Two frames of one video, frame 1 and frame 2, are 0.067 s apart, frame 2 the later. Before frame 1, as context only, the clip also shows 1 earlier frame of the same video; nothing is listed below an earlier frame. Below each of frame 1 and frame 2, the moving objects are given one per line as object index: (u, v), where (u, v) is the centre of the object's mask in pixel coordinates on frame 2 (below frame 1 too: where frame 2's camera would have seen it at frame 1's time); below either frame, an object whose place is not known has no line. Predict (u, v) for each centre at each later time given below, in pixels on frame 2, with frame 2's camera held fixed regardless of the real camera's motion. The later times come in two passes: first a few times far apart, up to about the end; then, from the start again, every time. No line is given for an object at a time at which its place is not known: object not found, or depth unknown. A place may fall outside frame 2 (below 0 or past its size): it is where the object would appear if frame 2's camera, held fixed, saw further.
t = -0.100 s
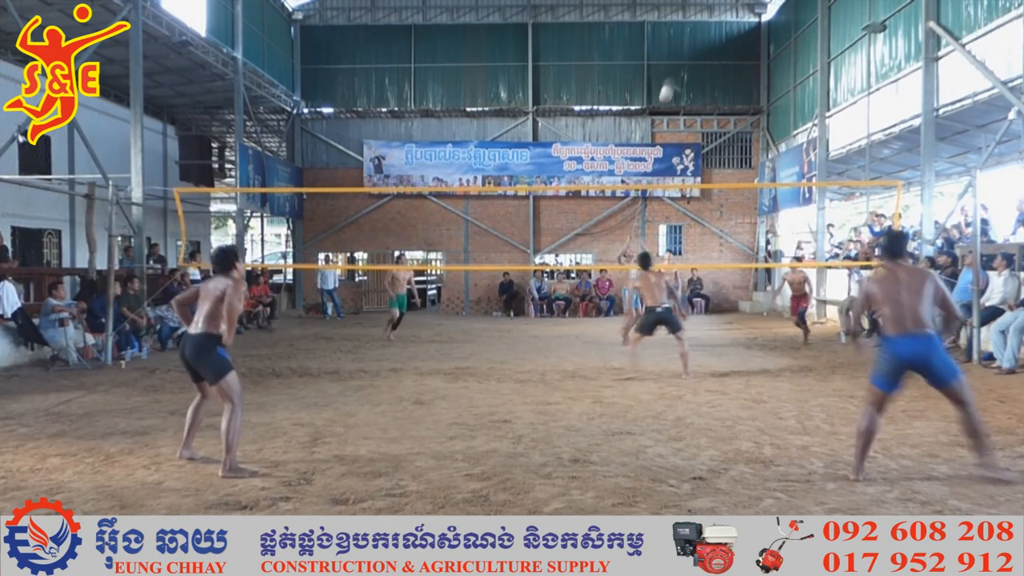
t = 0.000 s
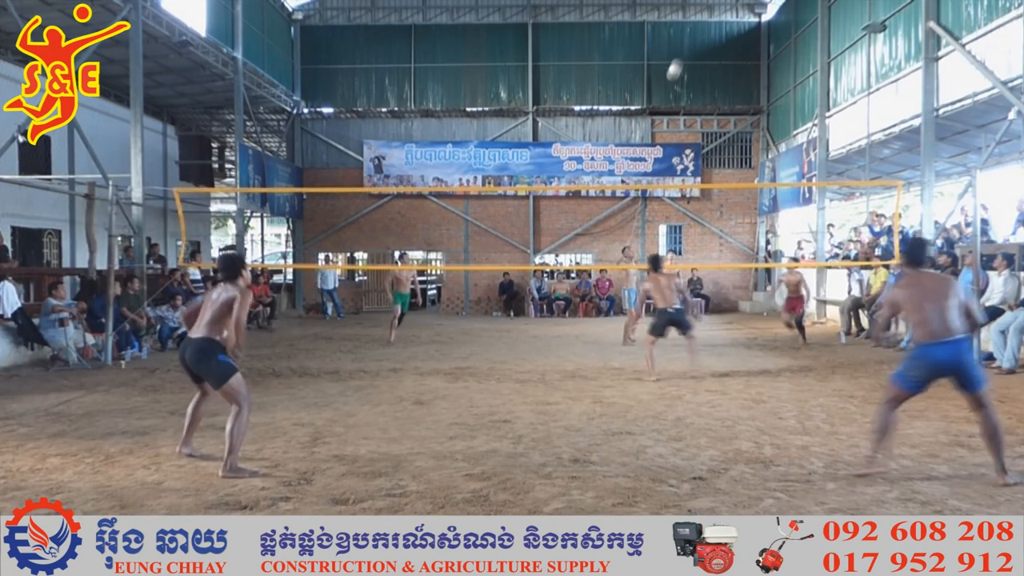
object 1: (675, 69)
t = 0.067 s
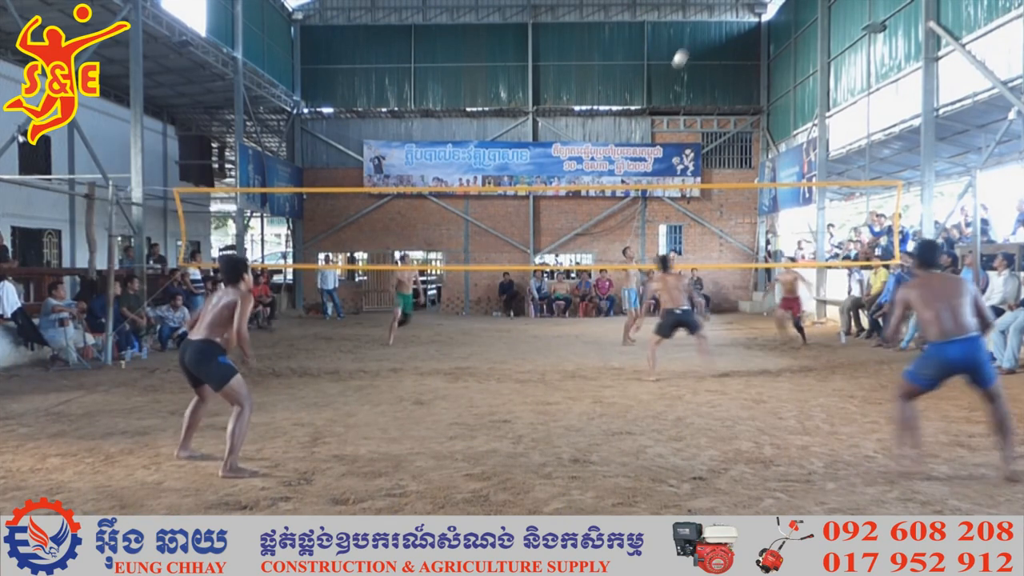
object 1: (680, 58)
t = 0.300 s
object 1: (700, 40)
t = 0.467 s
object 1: (714, 51)
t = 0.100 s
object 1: (682, 53)
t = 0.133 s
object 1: (686, 49)
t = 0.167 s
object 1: (689, 46)
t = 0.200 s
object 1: (691, 43)
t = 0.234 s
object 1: (694, 42)
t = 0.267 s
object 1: (697, 40)
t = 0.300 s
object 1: (700, 40)
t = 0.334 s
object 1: (702, 41)
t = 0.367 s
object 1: (705, 42)
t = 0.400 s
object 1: (708, 44)
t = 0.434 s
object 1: (710, 47)
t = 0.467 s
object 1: (714, 51)
